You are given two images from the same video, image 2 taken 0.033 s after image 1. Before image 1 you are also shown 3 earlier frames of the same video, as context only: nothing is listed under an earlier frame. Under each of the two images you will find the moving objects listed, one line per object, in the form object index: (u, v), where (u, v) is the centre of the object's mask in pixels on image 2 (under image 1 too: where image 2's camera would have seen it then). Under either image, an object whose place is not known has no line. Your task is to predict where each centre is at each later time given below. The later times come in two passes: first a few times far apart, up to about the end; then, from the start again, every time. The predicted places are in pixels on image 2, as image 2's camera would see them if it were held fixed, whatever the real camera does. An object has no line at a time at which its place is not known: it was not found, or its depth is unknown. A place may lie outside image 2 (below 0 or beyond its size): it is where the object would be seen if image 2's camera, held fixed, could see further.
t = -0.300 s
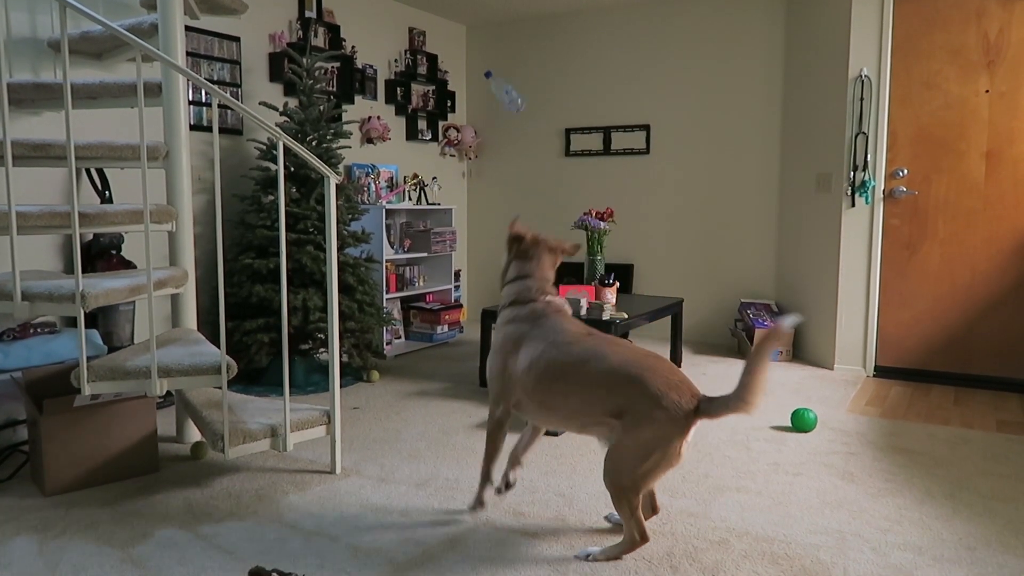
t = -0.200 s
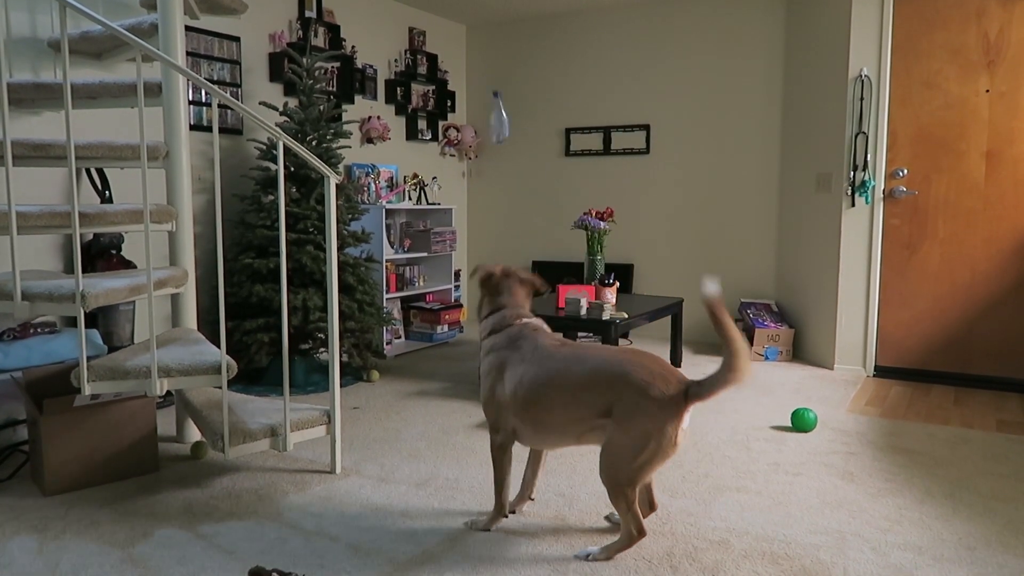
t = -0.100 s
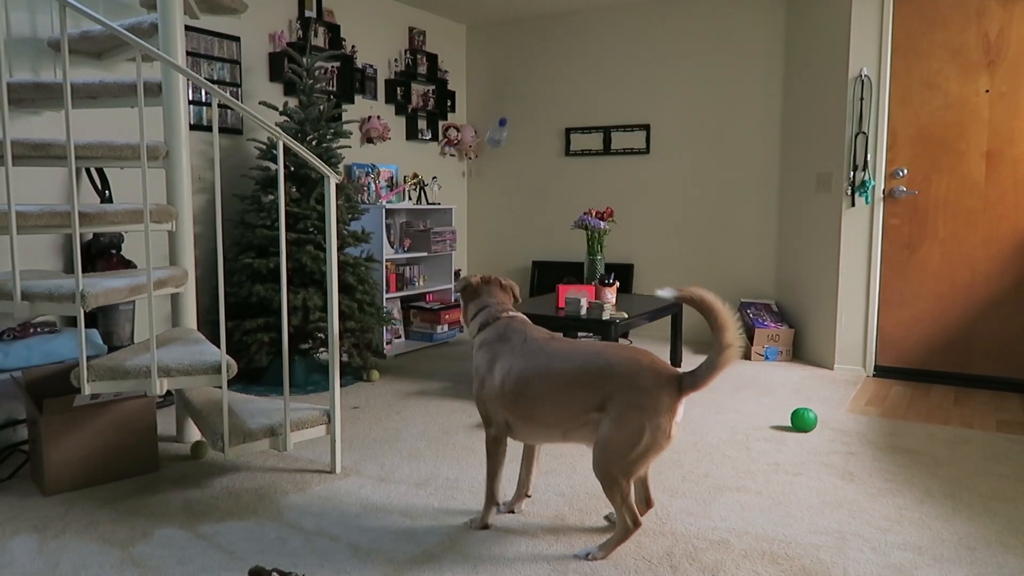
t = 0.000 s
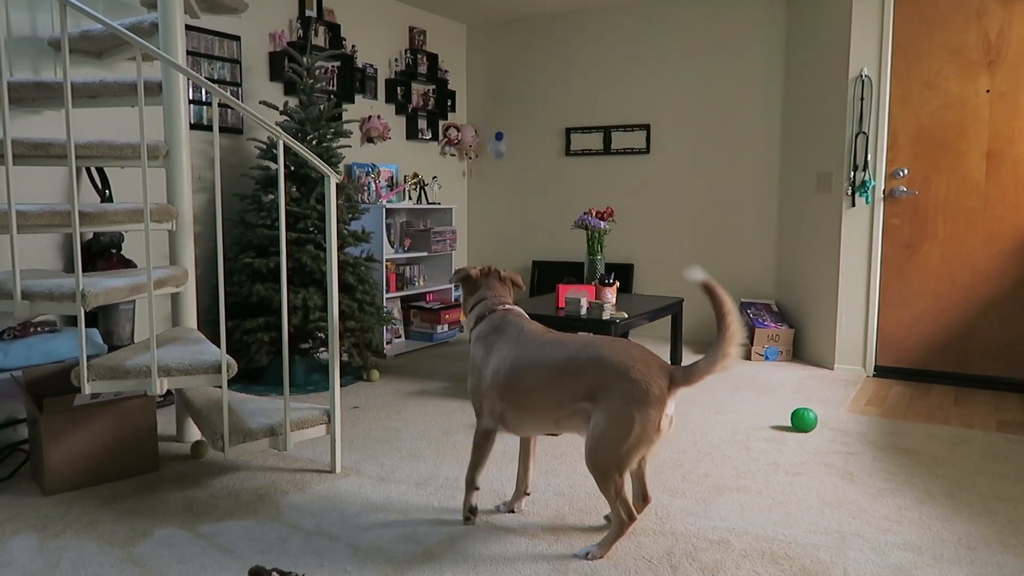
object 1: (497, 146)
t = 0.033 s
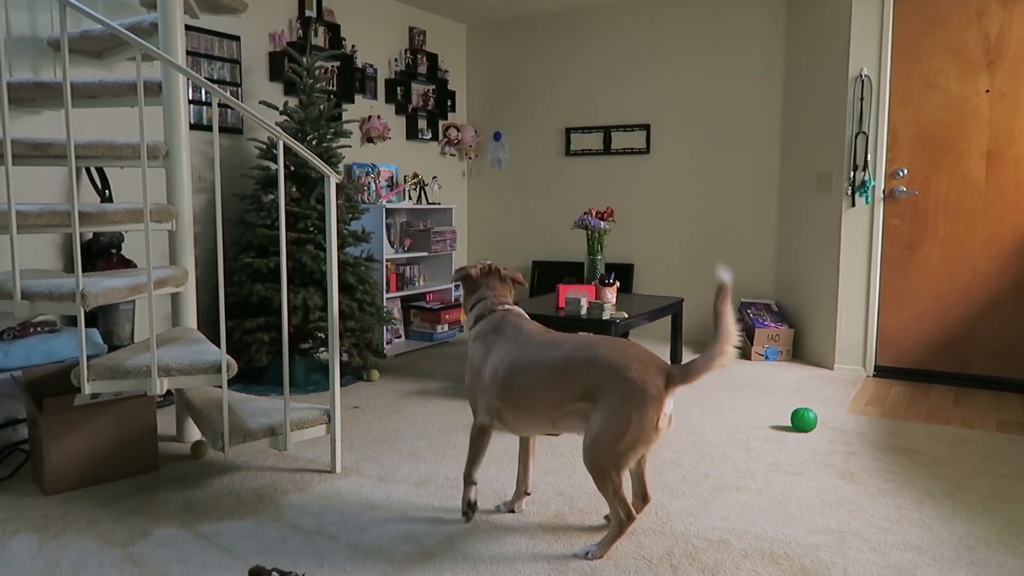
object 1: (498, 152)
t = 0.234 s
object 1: (502, 118)
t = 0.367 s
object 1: (501, 115)
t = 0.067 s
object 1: (498, 153)
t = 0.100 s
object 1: (499, 153)
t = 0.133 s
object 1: (501, 147)
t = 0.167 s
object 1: (502, 135)
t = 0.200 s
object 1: (502, 125)
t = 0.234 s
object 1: (502, 118)
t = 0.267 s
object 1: (502, 114)
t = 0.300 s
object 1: (501, 111)
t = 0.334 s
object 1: (501, 111)
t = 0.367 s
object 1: (501, 115)
